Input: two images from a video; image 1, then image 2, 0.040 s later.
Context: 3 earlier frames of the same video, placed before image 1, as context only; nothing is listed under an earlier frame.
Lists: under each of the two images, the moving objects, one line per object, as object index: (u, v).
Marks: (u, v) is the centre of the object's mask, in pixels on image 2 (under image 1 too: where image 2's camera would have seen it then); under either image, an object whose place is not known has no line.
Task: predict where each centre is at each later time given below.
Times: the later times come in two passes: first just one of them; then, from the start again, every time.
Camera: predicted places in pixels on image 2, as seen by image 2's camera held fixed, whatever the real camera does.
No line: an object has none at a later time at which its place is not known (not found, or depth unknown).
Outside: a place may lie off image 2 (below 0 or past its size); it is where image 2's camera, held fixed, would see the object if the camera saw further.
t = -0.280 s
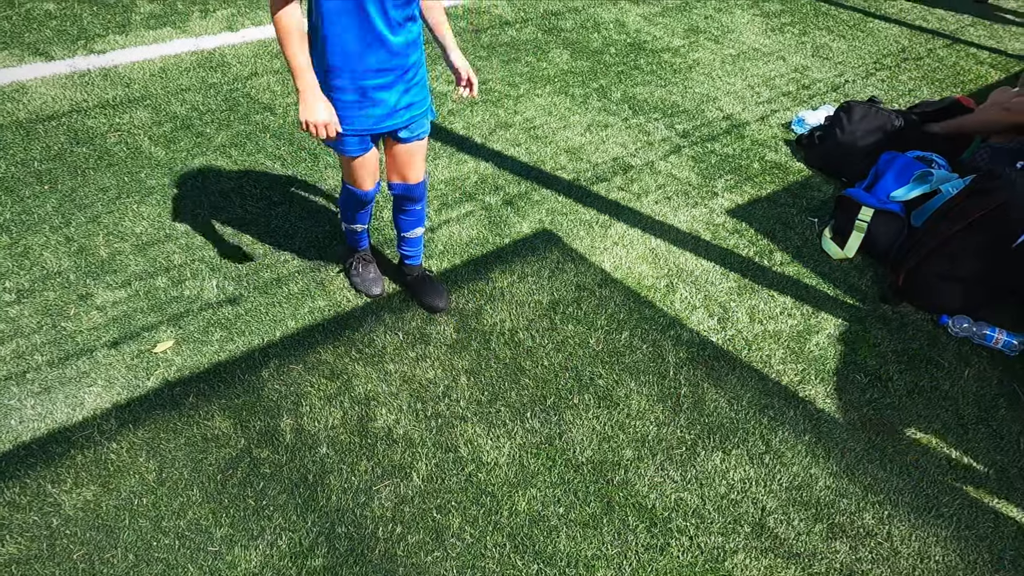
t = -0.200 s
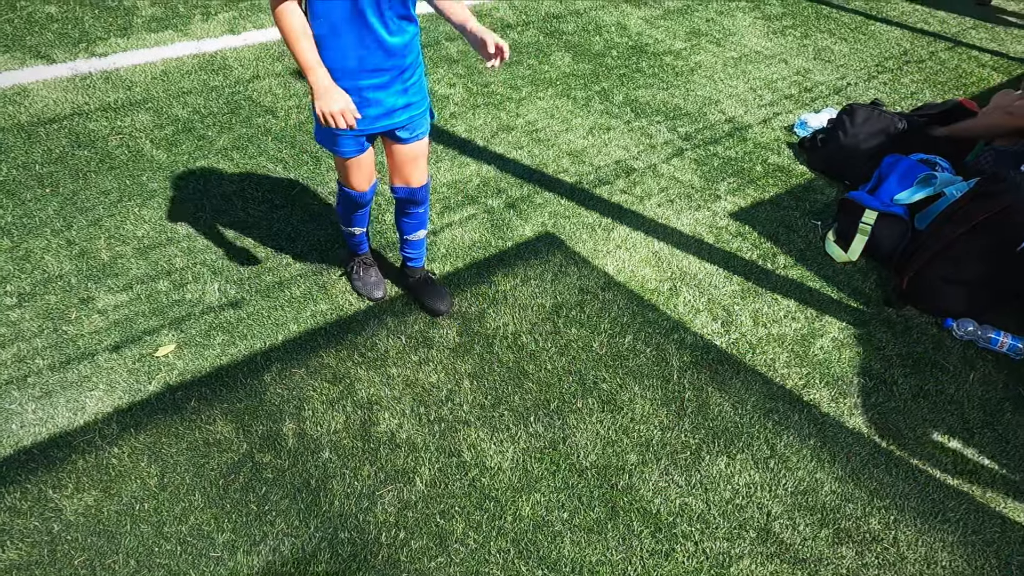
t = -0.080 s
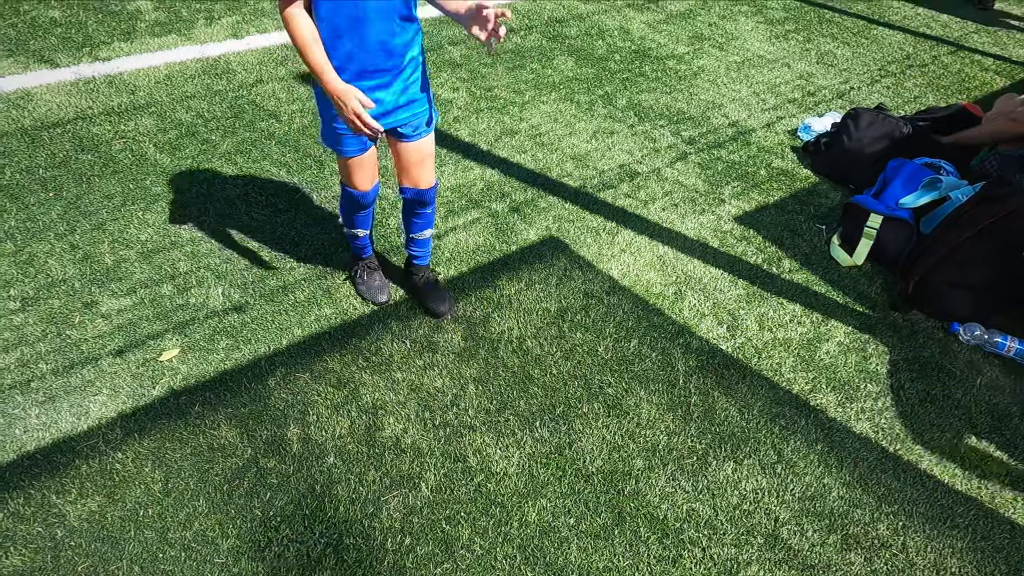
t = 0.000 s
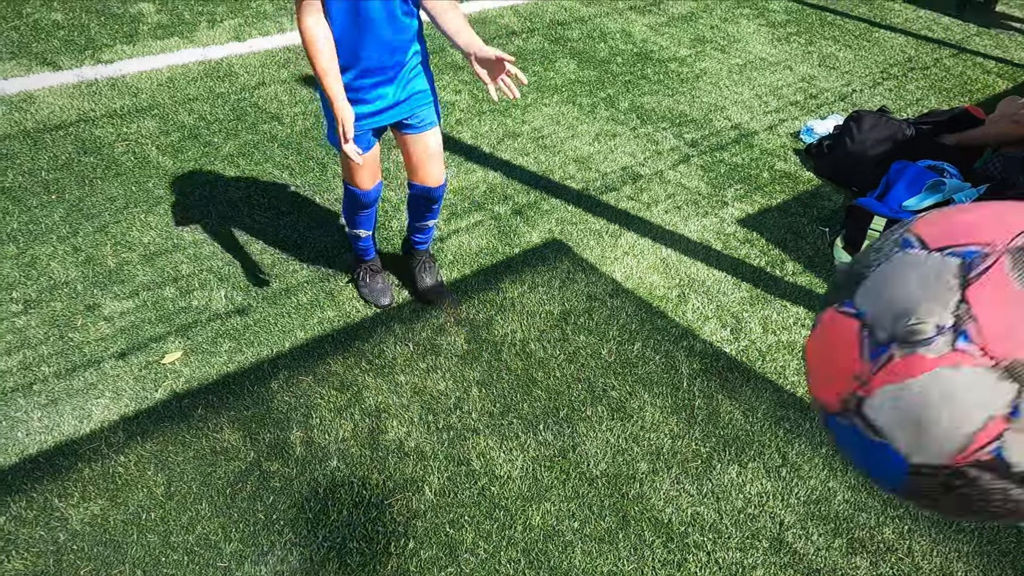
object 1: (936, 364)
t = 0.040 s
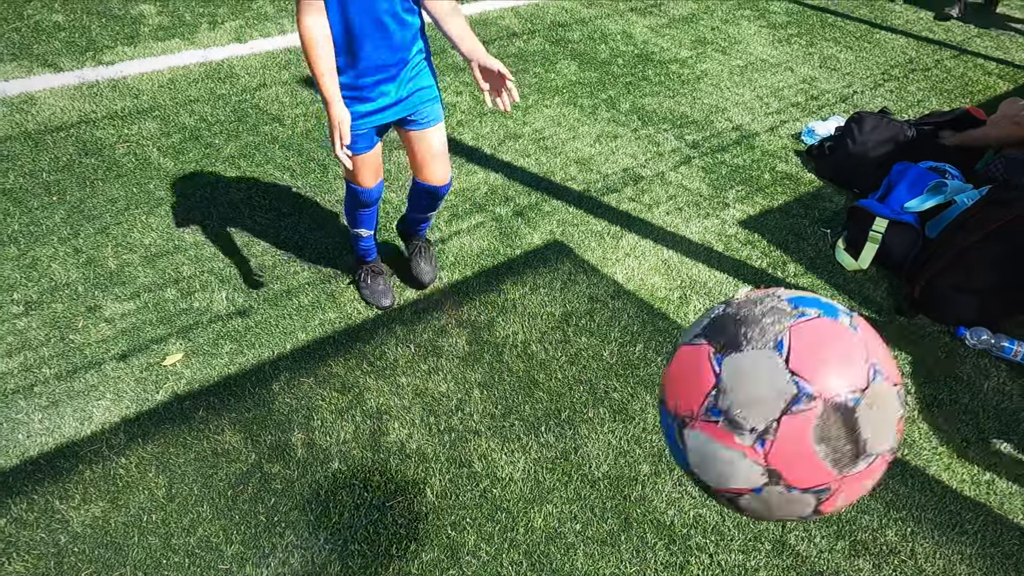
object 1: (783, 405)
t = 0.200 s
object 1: (494, 481)
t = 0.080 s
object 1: (657, 434)
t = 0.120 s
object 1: (577, 459)
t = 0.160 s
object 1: (522, 480)
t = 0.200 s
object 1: (494, 481)
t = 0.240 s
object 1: (497, 428)
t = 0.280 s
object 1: (499, 374)
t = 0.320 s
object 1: (501, 318)
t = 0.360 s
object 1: (502, 264)
